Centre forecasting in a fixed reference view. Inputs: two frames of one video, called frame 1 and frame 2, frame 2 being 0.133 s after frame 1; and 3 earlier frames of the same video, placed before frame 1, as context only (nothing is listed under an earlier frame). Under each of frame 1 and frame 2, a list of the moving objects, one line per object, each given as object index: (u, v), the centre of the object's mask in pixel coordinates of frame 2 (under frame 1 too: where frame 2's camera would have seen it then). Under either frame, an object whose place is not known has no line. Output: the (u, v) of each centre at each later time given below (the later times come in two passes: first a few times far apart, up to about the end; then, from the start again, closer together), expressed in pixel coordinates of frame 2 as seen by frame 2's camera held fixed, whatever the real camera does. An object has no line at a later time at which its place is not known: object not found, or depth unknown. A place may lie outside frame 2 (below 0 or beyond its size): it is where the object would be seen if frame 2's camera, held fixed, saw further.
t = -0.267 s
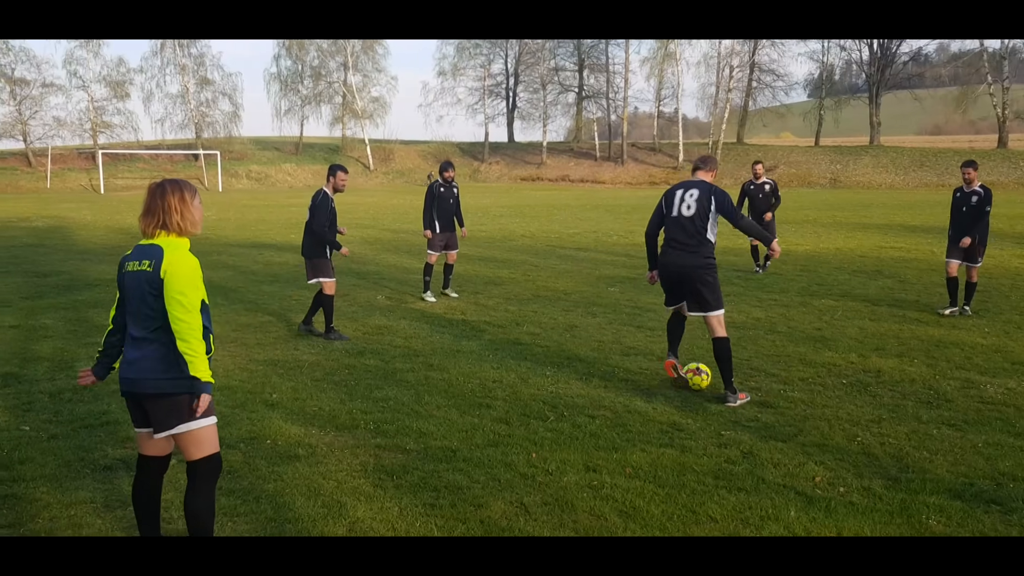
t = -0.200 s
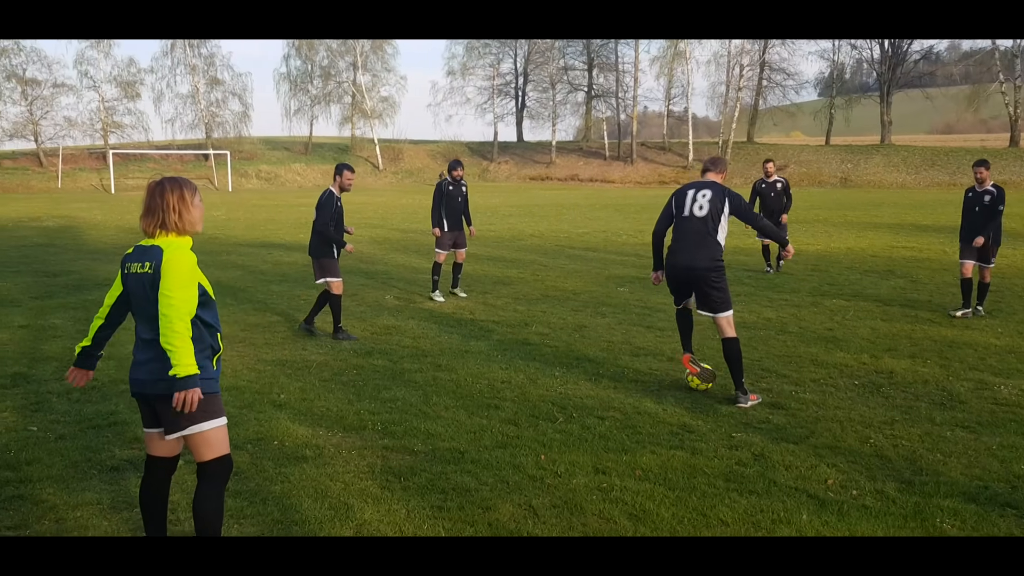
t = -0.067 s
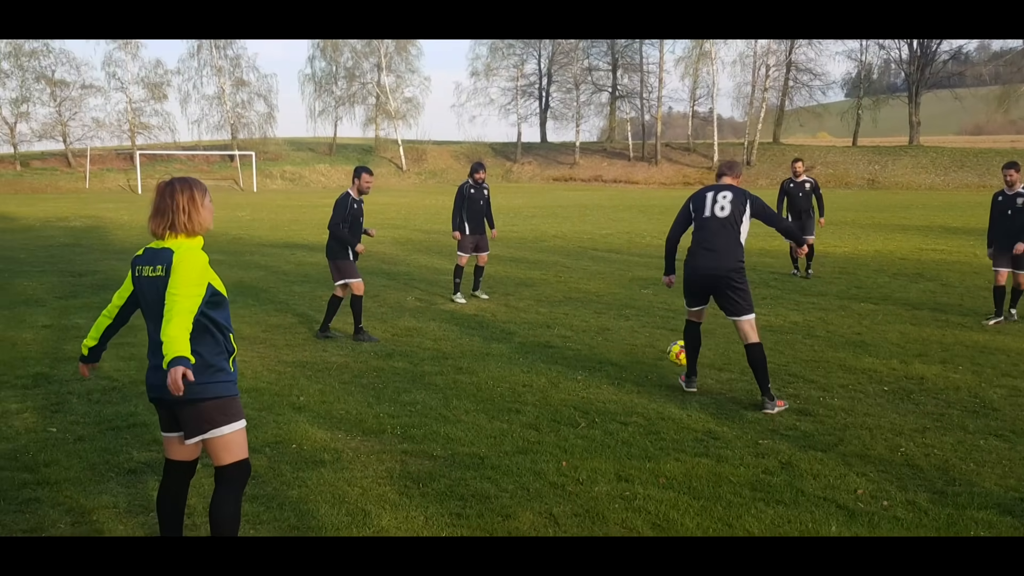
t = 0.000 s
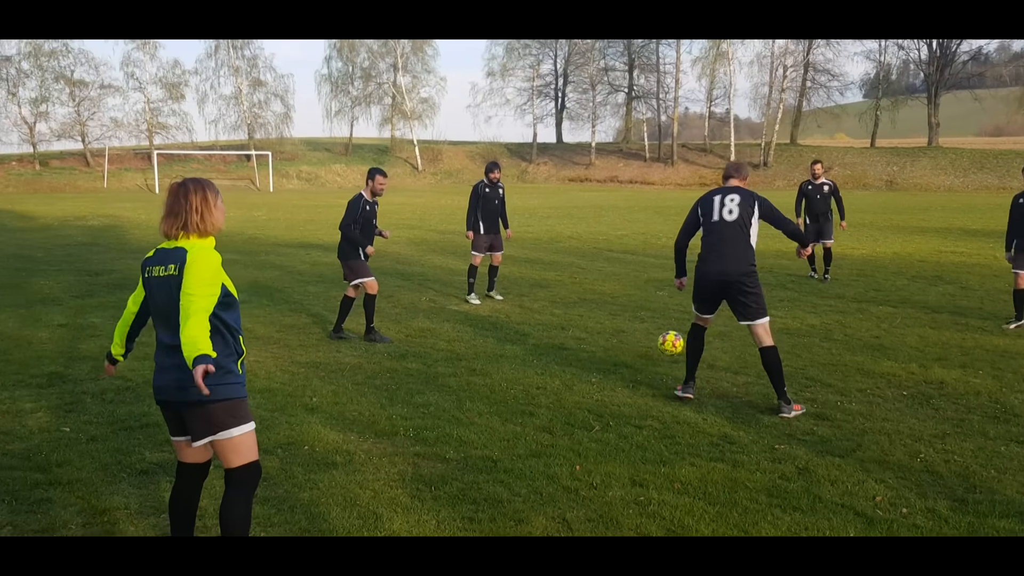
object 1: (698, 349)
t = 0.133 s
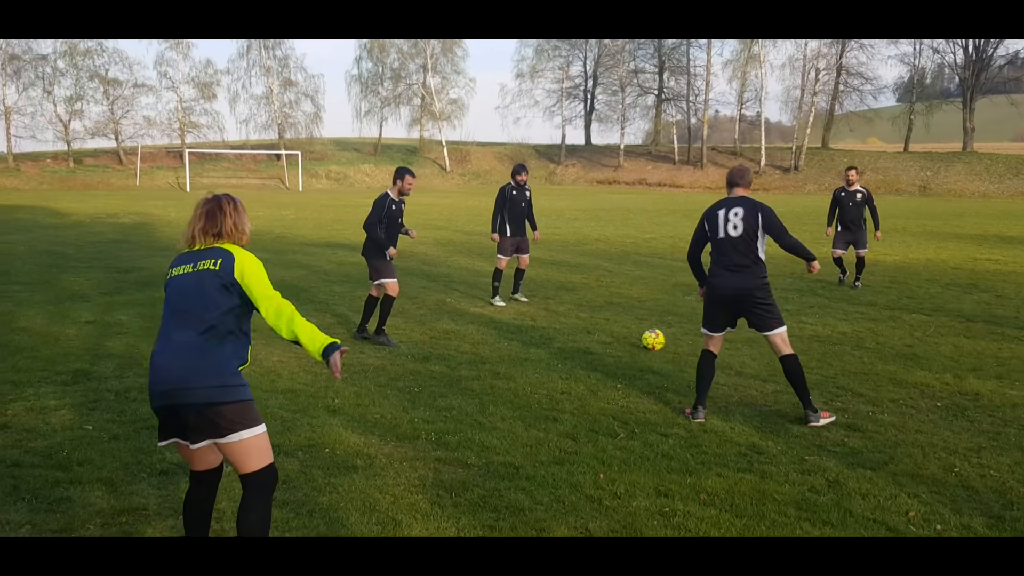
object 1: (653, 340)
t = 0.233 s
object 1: (633, 321)
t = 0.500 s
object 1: (589, 314)
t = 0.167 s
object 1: (645, 335)
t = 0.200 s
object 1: (639, 327)
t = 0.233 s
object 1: (633, 321)
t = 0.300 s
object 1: (621, 313)
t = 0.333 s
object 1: (615, 310)
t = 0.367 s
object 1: (610, 310)
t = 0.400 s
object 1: (605, 309)
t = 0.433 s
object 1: (600, 310)
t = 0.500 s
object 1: (589, 314)
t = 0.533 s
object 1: (585, 312)
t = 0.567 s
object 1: (582, 308)
